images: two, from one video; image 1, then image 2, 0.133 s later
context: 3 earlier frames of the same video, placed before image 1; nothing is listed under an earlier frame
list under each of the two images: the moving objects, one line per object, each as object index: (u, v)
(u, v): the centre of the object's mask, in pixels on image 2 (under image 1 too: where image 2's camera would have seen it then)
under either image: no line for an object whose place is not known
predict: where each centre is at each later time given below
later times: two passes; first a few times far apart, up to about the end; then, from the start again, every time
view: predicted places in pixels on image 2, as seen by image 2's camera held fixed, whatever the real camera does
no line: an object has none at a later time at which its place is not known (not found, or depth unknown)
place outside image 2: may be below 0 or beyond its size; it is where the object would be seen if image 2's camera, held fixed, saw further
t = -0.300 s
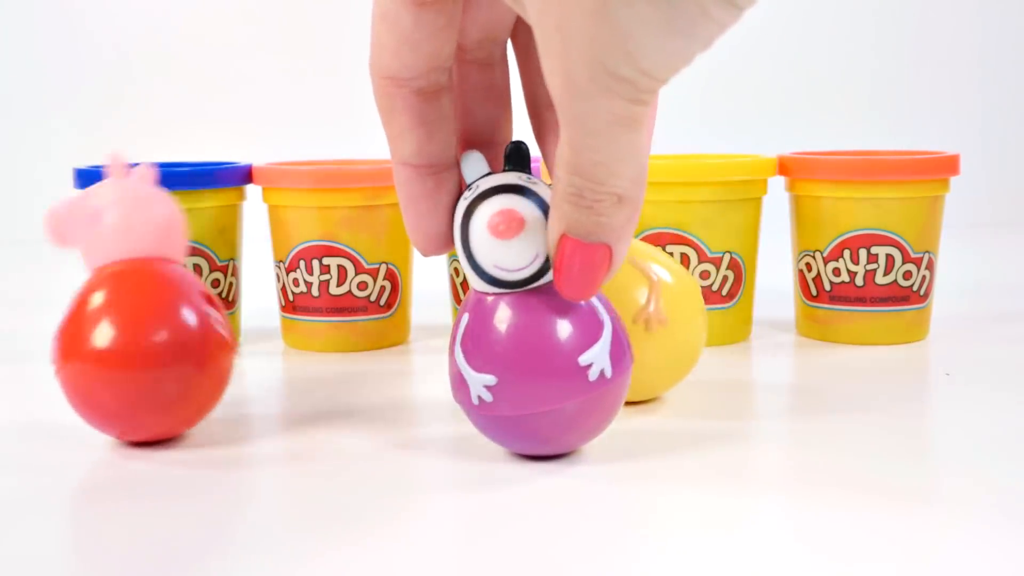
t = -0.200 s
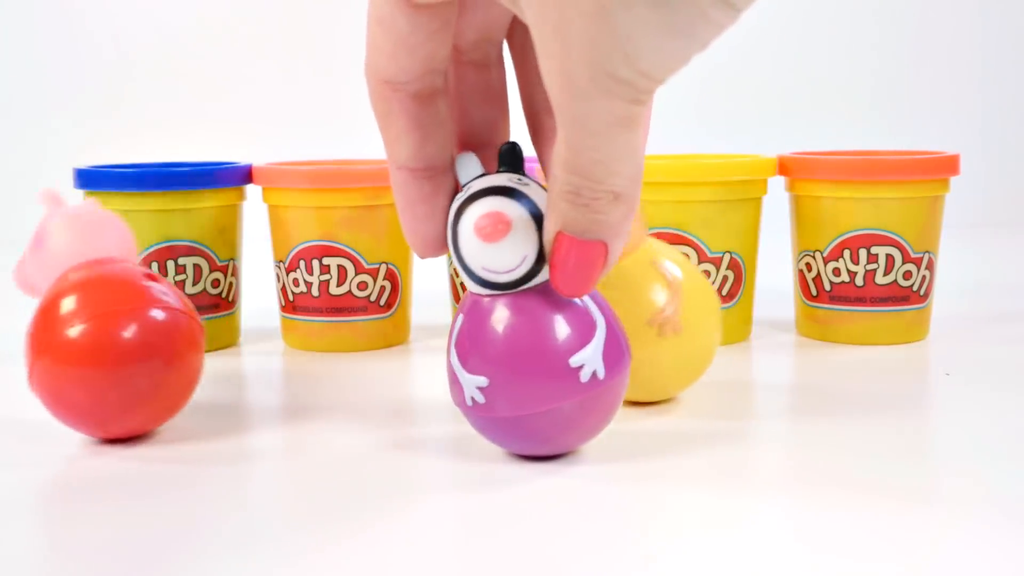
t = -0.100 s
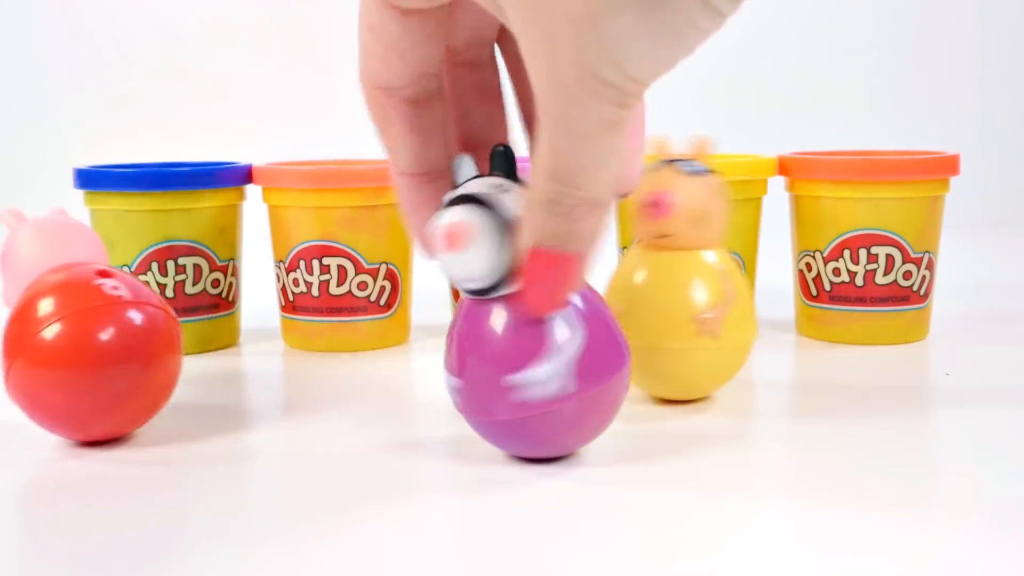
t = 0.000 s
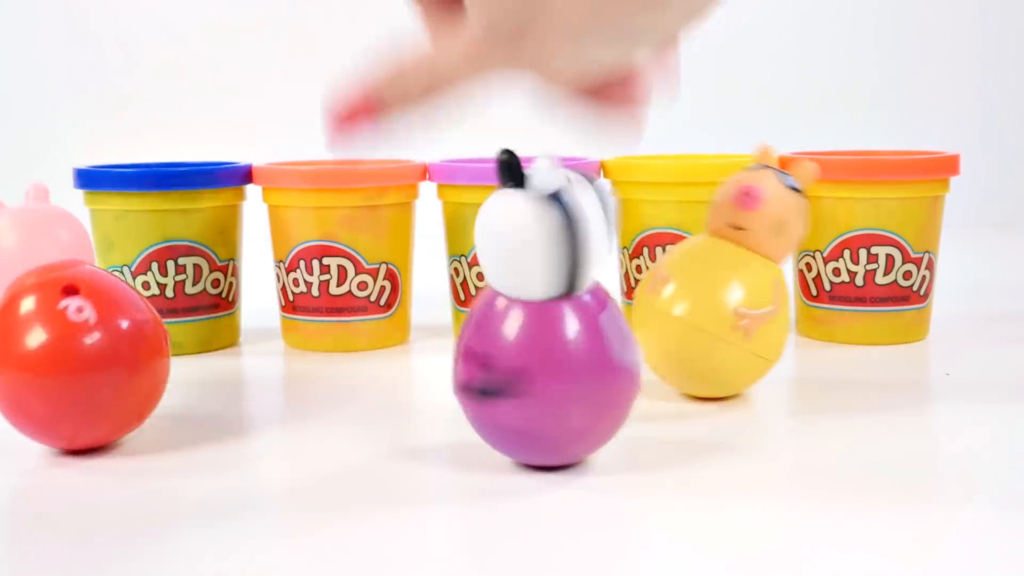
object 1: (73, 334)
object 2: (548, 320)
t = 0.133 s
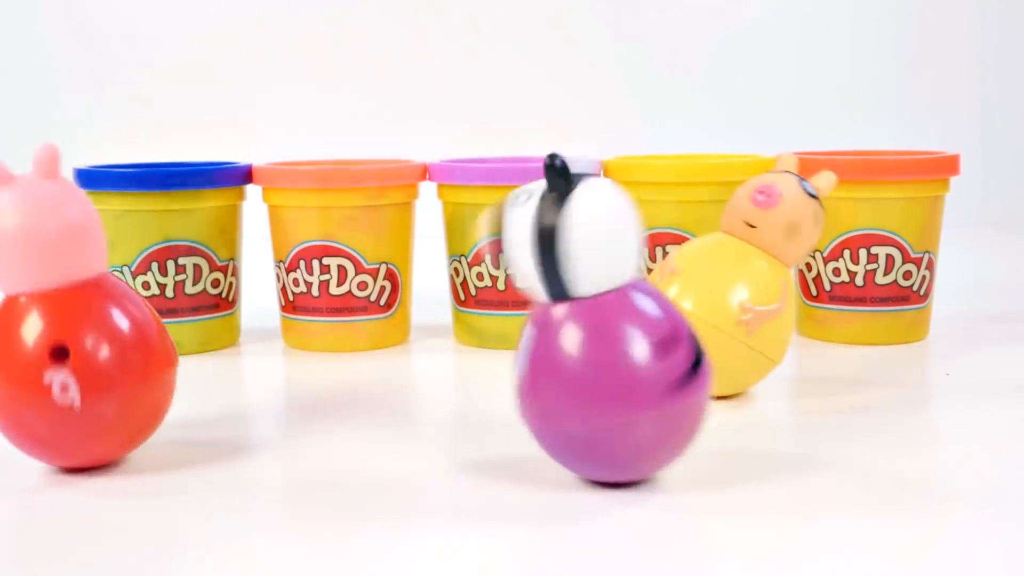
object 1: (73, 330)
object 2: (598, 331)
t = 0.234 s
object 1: (96, 333)
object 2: (679, 337)
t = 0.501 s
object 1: (171, 325)
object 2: (871, 364)
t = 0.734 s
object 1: (149, 317)
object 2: (931, 372)
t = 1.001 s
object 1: (99, 315)
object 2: (954, 352)
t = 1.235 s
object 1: (84, 343)
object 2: (894, 312)
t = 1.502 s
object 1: (134, 330)
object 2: (837, 303)
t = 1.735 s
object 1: (144, 315)
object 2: (957, 328)
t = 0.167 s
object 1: (77, 328)
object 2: (623, 338)
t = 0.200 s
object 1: (85, 330)
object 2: (653, 334)
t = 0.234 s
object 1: (96, 333)
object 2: (679, 337)
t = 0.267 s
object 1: (108, 336)
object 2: (691, 344)
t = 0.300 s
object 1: (121, 338)
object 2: (693, 343)
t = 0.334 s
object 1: (133, 339)
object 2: (705, 342)
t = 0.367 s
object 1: (144, 341)
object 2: (734, 346)
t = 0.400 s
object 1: (153, 339)
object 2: (774, 339)
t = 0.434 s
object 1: (161, 335)
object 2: (826, 338)
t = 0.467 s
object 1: (167, 330)
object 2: (864, 350)
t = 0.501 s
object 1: (171, 325)
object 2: (871, 364)
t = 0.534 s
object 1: (173, 320)
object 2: (850, 375)
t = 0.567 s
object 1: (173, 315)
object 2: (835, 366)
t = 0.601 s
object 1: (171, 313)
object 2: (834, 356)
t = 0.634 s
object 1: (167, 312)
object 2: (849, 343)
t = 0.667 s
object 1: (162, 313)
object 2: (883, 336)
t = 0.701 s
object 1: (156, 315)
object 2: (925, 354)
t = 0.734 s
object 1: (149, 317)
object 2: (931, 372)
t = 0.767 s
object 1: (143, 318)
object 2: (932, 378)
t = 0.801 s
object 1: (137, 320)
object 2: (935, 377)
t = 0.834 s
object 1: (131, 321)
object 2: (937, 370)
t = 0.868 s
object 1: (125, 321)
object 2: (911, 345)
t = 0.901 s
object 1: (119, 320)
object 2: (905, 336)
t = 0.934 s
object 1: (113, 319)
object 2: (915, 329)
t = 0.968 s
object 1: (106, 317)
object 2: (940, 333)
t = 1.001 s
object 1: (99, 315)
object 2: (954, 352)
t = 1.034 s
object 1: (93, 314)
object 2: (954, 357)
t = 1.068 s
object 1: (87, 313)
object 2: (954, 355)
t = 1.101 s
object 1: (83, 314)
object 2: (952, 354)
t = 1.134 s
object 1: (80, 318)
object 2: (950, 342)
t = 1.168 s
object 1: (80, 325)
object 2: (918, 322)
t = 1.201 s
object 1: (81, 334)
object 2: (895, 312)
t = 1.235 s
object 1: (84, 343)
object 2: (894, 312)
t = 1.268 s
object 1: (87, 350)
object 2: (911, 318)
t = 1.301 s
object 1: (92, 355)
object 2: (926, 323)
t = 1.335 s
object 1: (97, 358)
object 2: (932, 322)
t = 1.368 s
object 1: (104, 357)
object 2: (927, 323)
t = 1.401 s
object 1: (111, 353)
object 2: (921, 318)
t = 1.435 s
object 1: (119, 348)
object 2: (913, 305)
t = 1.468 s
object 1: (127, 339)
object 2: (859, 307)
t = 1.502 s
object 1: (134, 330)
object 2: (837, 303)
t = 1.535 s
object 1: (141, 324)
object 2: (839, 300)
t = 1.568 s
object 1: (146, 319)
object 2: (860, 297)
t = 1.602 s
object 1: (150, 315)
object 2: (890, 295)
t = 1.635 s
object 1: (151, 314)
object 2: (920, 293)
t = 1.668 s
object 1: (151, 314)
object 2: (950, 295)
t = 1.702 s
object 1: (149, 314)
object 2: (955, 317)
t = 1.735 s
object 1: (144, 315)
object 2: (957, 328)
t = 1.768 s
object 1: (139, 316)
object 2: (962, 331)
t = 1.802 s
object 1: (133, 316)
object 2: (966, 327)
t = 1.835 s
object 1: (125, 317)
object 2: (968, 316)
